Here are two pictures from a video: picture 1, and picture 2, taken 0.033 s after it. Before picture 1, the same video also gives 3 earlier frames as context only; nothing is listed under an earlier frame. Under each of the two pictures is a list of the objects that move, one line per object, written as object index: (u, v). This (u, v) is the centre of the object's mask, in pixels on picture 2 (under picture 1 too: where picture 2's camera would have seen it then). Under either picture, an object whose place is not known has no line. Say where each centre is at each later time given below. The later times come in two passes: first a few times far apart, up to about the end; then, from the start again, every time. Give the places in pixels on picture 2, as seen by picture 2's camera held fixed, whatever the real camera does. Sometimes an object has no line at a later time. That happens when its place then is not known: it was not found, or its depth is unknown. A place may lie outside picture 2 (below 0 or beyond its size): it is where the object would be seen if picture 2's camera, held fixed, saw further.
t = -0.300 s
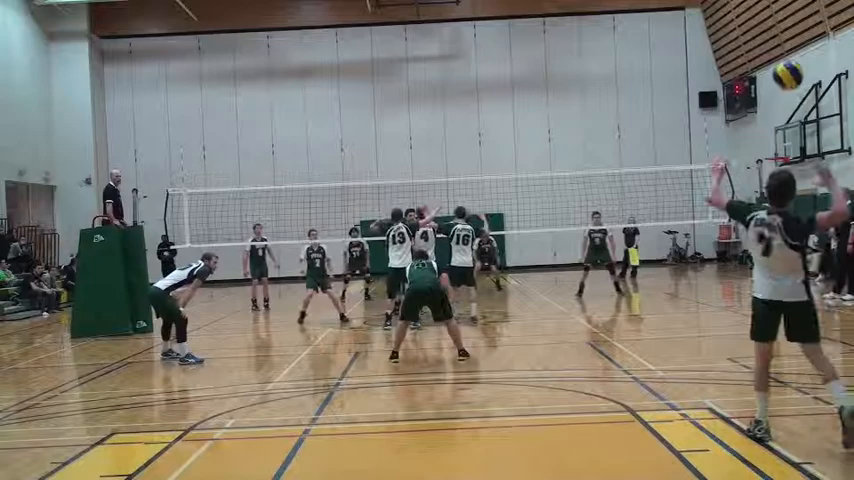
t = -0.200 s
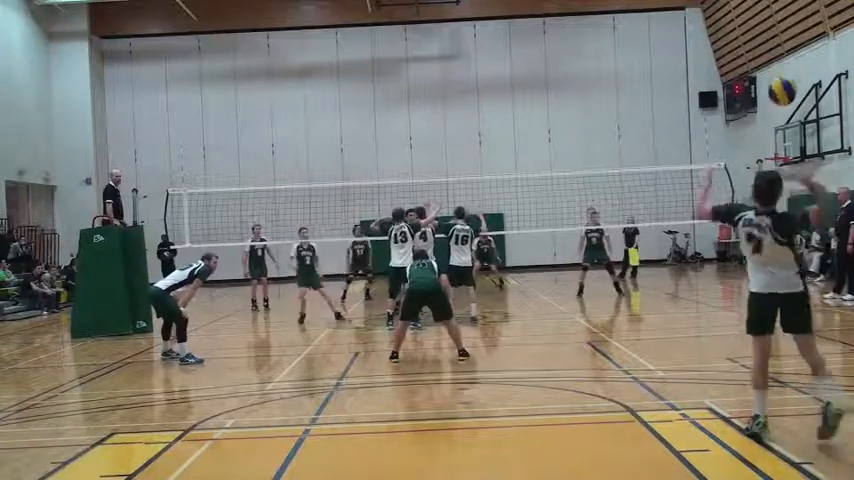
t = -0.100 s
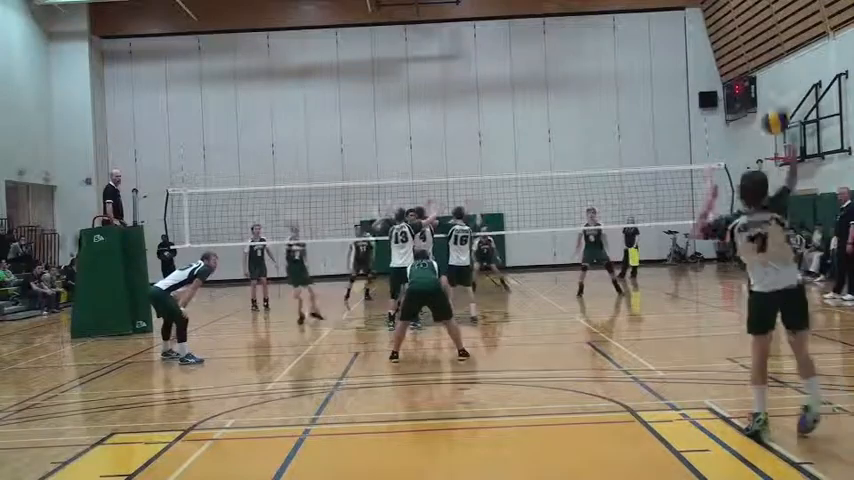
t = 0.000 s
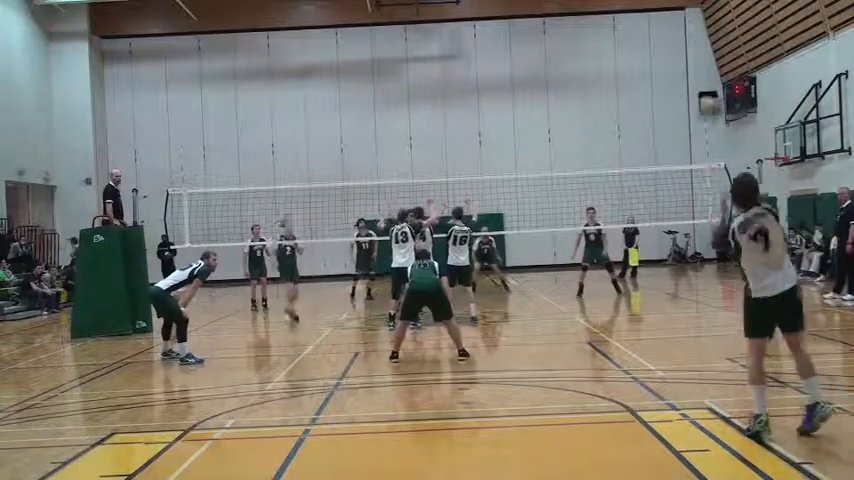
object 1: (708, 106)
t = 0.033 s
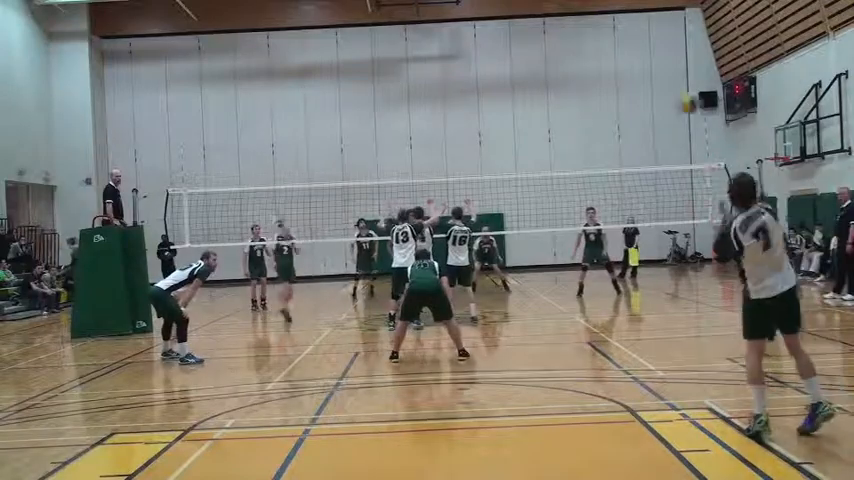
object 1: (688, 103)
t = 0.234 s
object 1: (607, 95)
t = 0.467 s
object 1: (561, 109)
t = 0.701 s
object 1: (538, 147)
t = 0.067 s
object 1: (669, 100)
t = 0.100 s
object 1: (653, 97)
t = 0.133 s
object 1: (640, 95)
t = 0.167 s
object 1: (628, 94)
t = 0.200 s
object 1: (616, 95)
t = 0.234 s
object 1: (607, 95)
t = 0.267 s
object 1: (598, 96)
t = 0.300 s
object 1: (591, 97)
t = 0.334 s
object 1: (583, 99)
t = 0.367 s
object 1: (577, 103)
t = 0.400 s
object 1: (574, 104)
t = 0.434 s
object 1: (569, 107)
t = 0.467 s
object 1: (561, 109)
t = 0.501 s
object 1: (558, 117)
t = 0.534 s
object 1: (553, 120)
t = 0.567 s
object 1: (547, 121)
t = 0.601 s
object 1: (544, 134)
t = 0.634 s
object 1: (542, 134)
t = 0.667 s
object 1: (543, 138)
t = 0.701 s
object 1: (538, 147)
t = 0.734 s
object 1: (534, 152)
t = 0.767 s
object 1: (532, 160)
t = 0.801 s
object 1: (530, 165)
